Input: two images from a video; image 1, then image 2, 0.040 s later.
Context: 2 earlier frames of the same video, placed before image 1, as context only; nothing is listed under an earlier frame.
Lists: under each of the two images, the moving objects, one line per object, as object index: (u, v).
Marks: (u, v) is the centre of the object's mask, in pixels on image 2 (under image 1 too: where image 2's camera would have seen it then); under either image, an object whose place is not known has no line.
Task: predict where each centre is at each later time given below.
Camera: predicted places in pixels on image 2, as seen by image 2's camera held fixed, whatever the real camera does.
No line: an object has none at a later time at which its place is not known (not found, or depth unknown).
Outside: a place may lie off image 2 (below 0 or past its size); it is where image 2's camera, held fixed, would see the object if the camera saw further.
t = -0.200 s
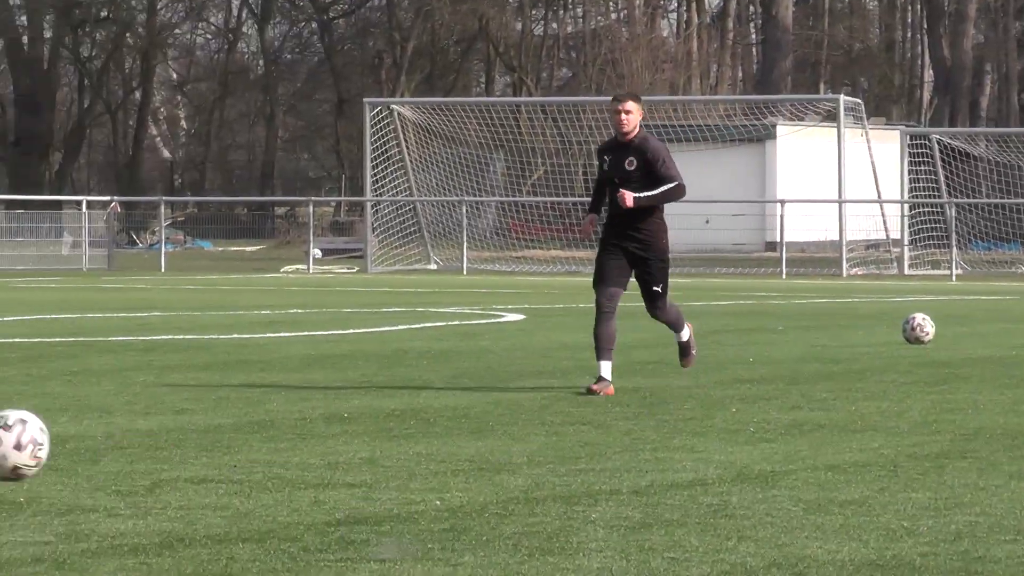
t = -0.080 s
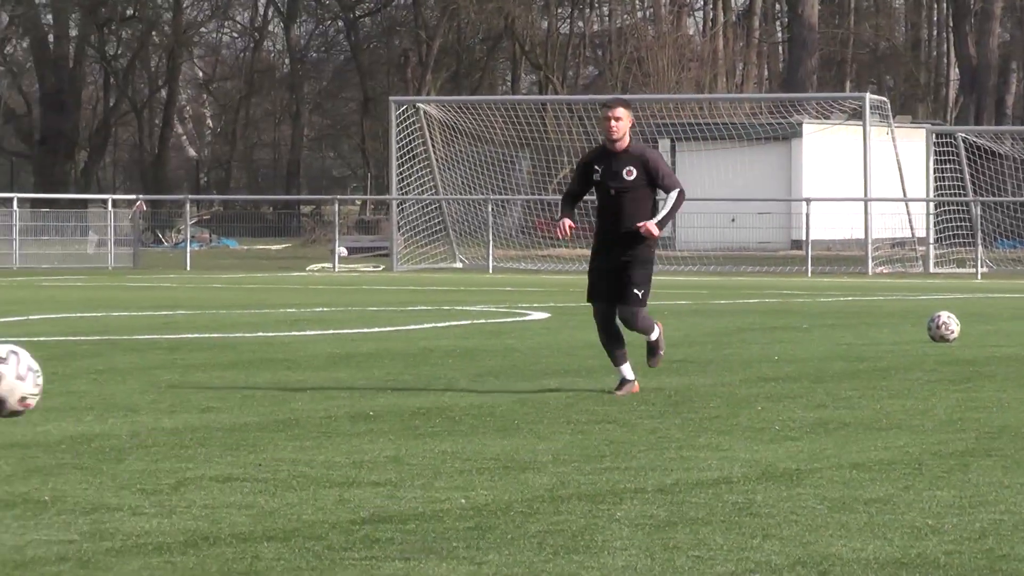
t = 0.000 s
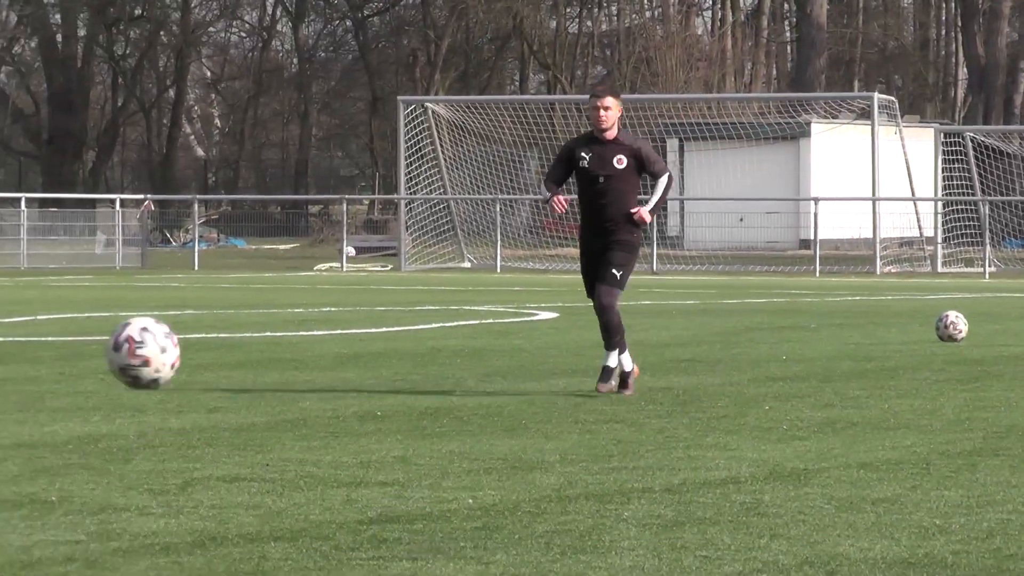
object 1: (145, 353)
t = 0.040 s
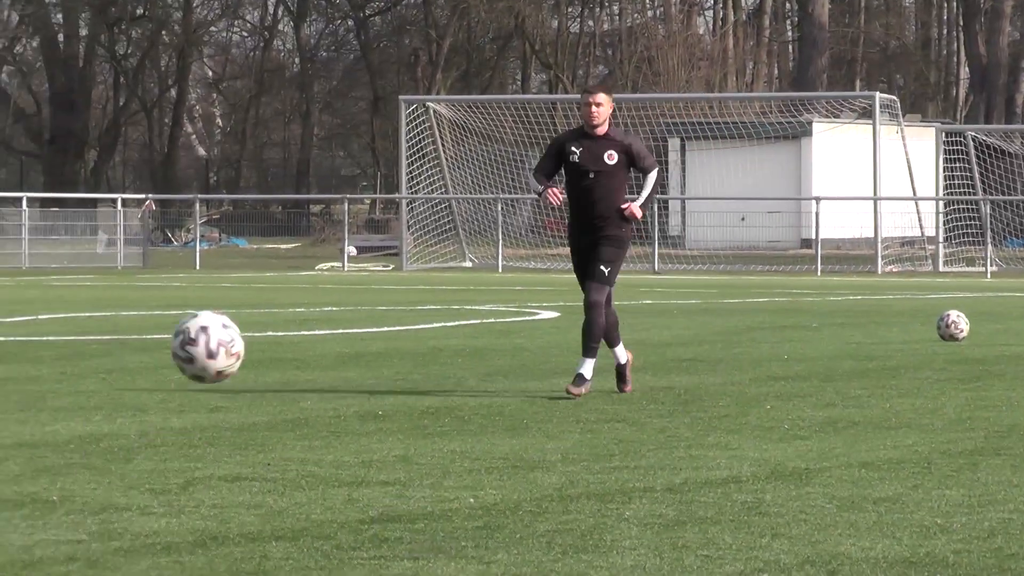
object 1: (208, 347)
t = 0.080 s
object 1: (269, 346)
